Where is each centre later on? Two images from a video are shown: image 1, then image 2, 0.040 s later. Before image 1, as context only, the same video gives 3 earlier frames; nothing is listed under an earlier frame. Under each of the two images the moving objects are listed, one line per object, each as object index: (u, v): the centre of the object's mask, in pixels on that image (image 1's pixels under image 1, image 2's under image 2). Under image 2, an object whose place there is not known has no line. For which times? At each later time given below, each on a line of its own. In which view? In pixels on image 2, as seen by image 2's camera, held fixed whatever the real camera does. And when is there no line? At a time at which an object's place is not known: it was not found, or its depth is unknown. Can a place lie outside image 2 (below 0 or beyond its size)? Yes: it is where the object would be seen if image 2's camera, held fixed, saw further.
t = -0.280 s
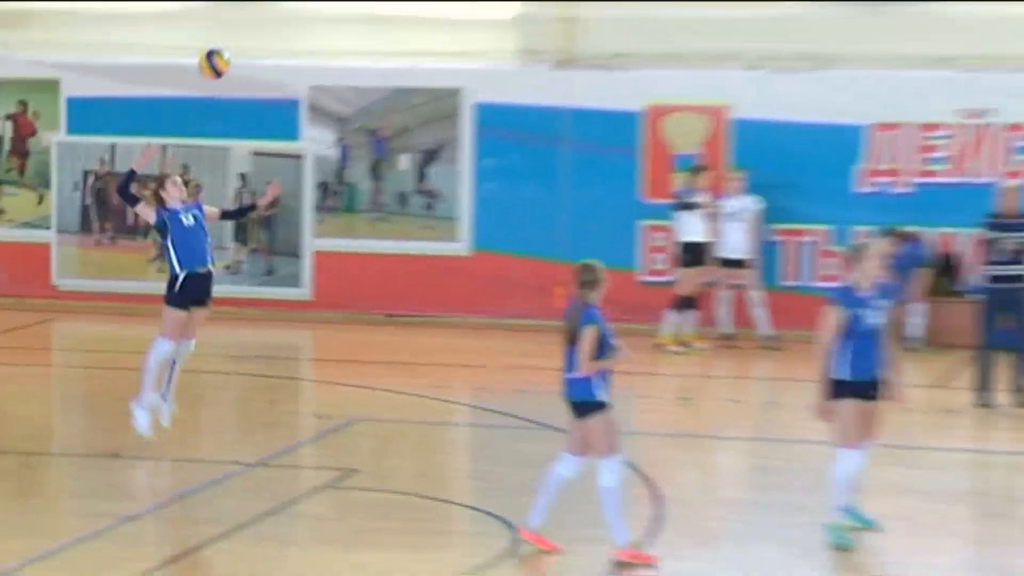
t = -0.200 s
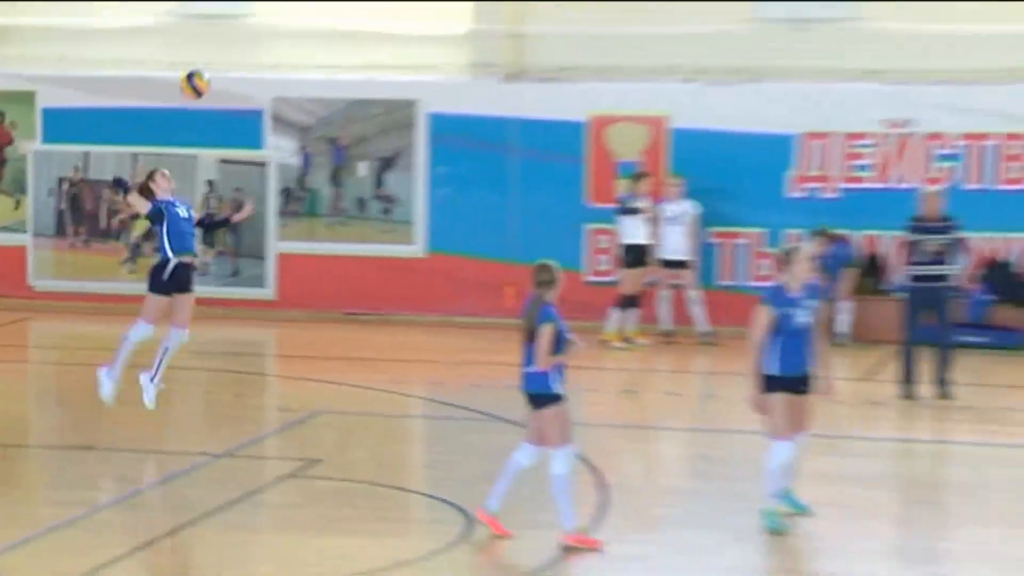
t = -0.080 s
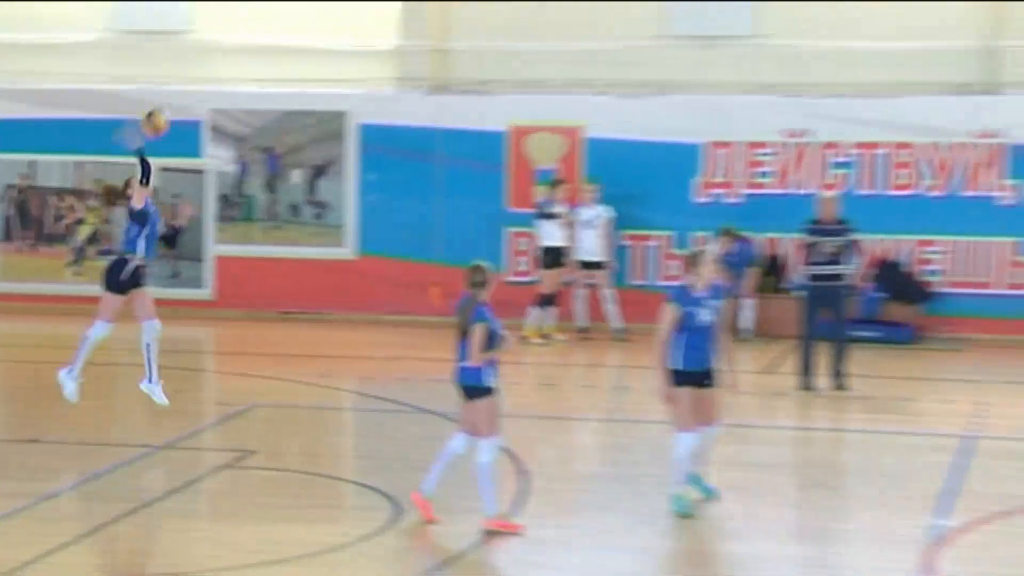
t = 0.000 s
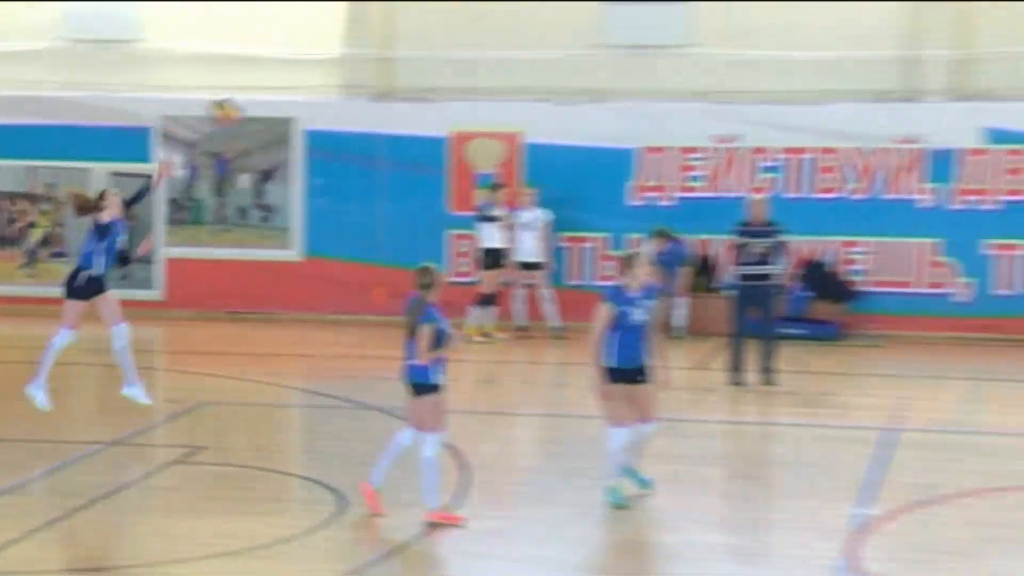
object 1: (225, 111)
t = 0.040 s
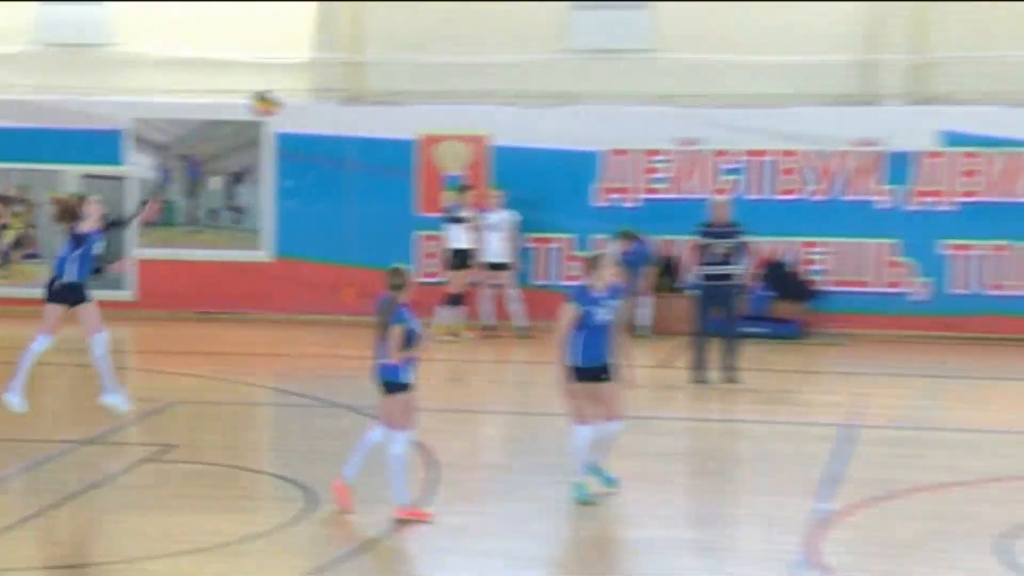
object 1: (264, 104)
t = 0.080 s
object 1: (337, 95)
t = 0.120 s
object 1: (413, 88)
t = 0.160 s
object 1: (488, 82)
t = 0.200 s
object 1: (564, 77)
